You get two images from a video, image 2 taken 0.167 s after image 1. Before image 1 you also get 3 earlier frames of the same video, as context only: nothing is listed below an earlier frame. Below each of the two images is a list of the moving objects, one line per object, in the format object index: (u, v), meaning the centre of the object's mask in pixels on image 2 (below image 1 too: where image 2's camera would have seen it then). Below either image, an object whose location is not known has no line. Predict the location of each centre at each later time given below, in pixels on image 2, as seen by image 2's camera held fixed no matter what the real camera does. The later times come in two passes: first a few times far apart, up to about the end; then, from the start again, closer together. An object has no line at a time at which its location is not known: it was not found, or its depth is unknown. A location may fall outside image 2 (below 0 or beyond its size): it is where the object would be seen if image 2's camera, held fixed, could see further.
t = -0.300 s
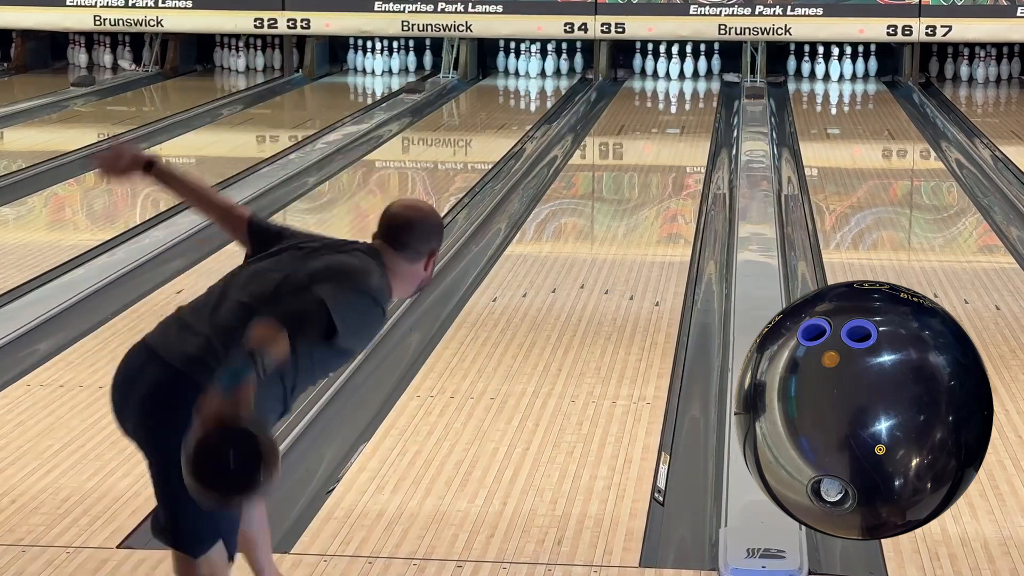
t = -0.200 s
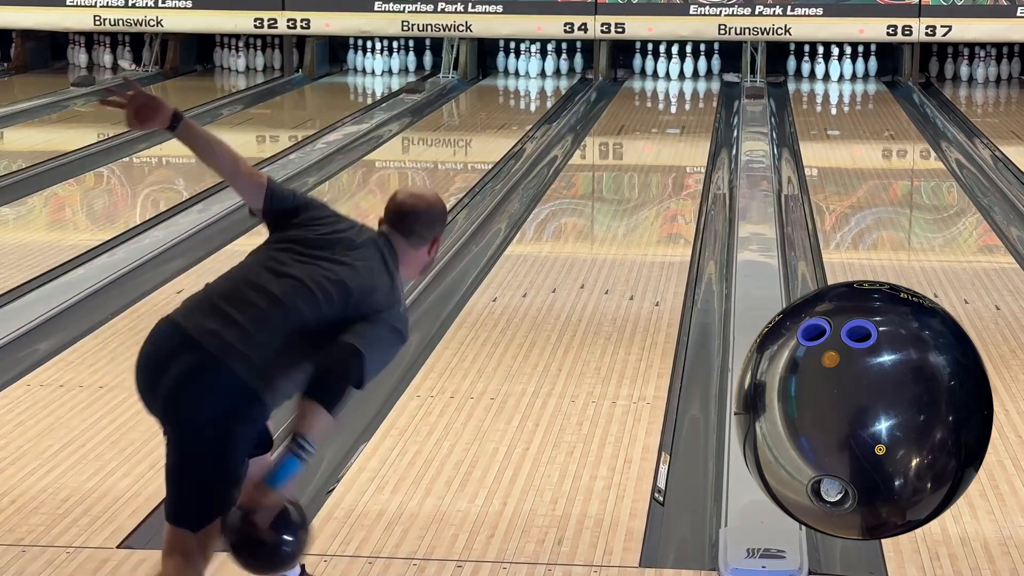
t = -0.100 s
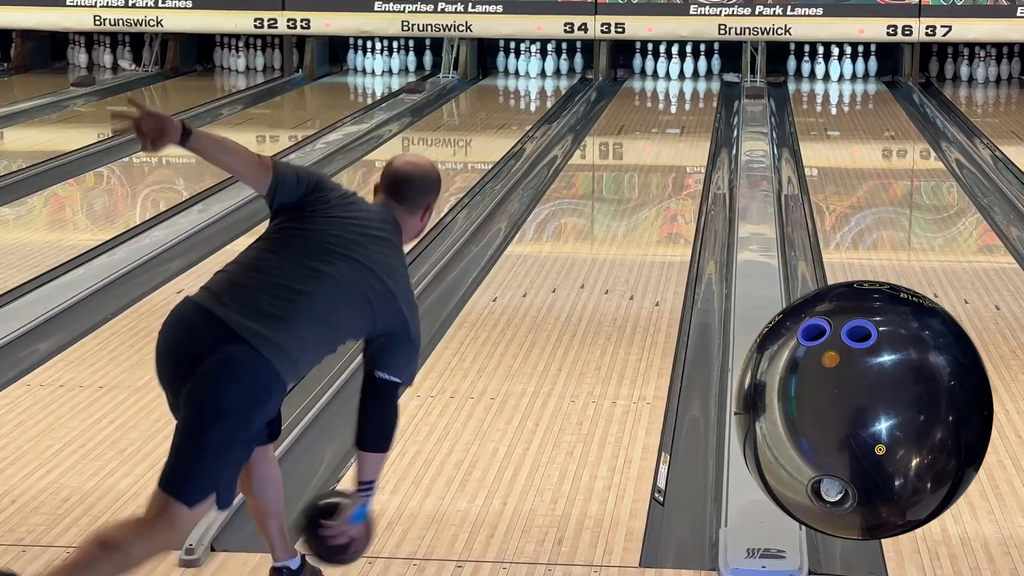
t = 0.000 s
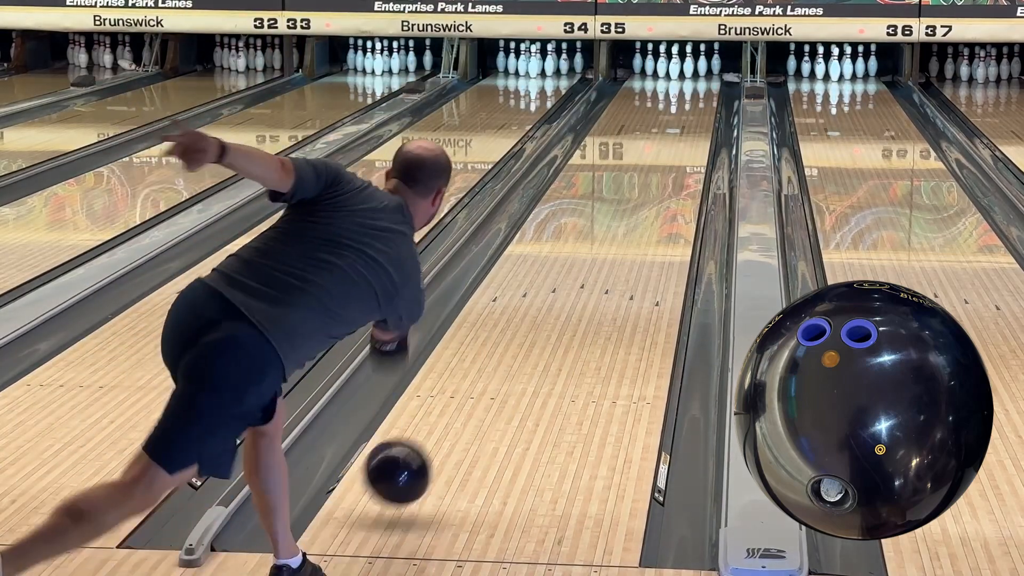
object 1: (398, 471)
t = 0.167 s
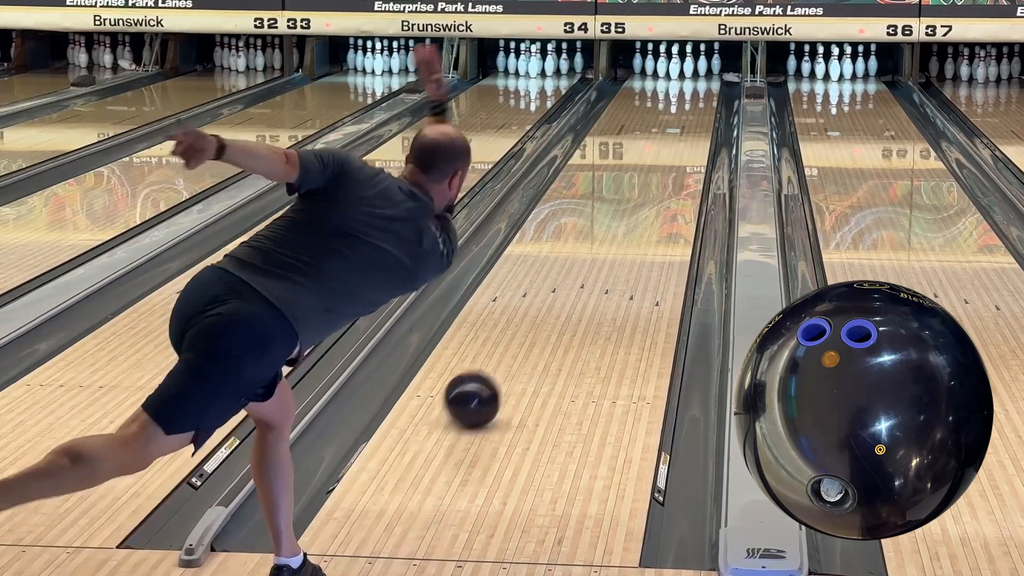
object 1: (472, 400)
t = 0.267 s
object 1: (507, 357)
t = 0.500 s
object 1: (567, 282)
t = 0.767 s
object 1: (614, 224)
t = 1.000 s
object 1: (643, 185)
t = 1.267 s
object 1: (668, 152)
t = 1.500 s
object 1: (683, 129)
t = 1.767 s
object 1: (694, 108)
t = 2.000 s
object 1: (695, 92)
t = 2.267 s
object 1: (688, 78)
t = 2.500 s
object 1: (680, 69)
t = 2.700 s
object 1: (677, 65)
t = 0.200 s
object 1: (485, 385)
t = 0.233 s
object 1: (496, 371)
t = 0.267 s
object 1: (507, 357)
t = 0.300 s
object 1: (517, 345)
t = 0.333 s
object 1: (526, 333)
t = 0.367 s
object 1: (535, 322)
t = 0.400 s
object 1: (544, 311)
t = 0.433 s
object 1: (552, 301)
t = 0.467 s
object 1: (560, 291)
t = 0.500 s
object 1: (567, 282)
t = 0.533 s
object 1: (574, 274)
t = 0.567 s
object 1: (581, 266)
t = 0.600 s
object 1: (587, 258)
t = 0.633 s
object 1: (593, 251)
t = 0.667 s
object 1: (598, 244)
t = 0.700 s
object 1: (604, 237)
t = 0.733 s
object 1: (609, 231)
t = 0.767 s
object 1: (614, 224)
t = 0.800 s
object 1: (619, 218)
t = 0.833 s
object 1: (623, 212)
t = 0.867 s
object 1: (628, 207)
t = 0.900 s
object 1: (632, 201)
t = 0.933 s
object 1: (636, 196)
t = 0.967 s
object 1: (640, 190)
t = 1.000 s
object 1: (643, 185)
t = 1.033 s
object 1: (647, 181)
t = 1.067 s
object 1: (650, 176)
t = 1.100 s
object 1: (653, 172)
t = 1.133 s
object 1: (657, 168)
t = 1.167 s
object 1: (660, 164)
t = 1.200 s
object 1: (662, 160)
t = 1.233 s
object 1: (665, 156)
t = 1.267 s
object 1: (668, 152)
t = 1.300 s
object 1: (670, 149)
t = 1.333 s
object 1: (673, 145)
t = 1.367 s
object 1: (675, 142)
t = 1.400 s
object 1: (677, 139)
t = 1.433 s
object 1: (679, 135)
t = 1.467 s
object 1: (681, 132)
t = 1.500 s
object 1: (683, 129)
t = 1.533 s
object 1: (685, 126)
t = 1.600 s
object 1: (690, 124)
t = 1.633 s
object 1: (690, 117)
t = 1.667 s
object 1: (691, 115)
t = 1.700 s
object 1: (692, 112)
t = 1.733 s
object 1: (693, 110)
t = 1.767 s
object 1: (694, 108)
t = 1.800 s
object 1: (694, 105)
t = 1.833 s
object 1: (695, 103)
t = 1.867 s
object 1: (695, 101)
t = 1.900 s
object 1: (696, 99)
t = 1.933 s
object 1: (696, 96)
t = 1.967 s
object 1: (695, 94)
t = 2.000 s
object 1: (695, 92)
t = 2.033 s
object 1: (695, 91)
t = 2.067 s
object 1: (694, 89)
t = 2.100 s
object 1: (693, 87)
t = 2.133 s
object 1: (693, 85)
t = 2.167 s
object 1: (692, 84)
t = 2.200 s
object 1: (691, 82)
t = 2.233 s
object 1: (689, 80)
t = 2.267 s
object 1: (688, 78)
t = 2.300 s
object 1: (687, 77)
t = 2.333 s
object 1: (685, 76)
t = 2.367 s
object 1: (684, 74)
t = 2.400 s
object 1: (682, 73)
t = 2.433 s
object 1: (680, 71)
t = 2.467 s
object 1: (680, 70)
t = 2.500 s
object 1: (680, 69)
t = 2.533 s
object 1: (679, 68)
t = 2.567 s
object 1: (678, 68)
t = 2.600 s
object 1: (678, 67)
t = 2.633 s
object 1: (678, 66)
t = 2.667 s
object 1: (677, 65)
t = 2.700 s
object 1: (677, 65)
